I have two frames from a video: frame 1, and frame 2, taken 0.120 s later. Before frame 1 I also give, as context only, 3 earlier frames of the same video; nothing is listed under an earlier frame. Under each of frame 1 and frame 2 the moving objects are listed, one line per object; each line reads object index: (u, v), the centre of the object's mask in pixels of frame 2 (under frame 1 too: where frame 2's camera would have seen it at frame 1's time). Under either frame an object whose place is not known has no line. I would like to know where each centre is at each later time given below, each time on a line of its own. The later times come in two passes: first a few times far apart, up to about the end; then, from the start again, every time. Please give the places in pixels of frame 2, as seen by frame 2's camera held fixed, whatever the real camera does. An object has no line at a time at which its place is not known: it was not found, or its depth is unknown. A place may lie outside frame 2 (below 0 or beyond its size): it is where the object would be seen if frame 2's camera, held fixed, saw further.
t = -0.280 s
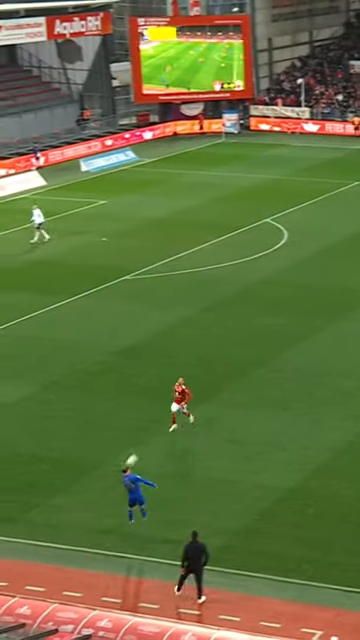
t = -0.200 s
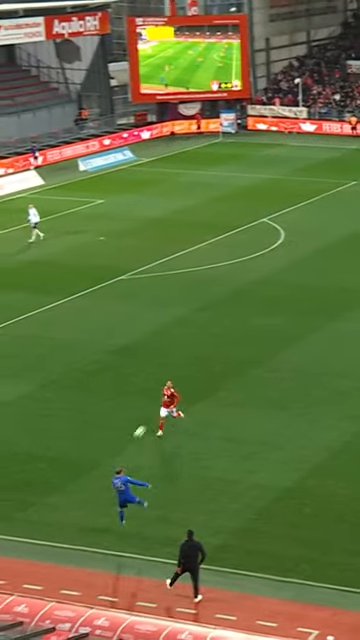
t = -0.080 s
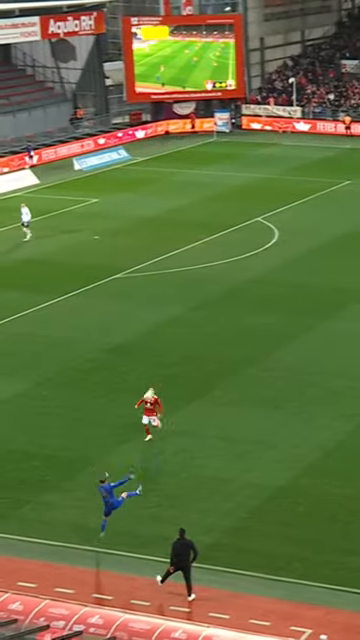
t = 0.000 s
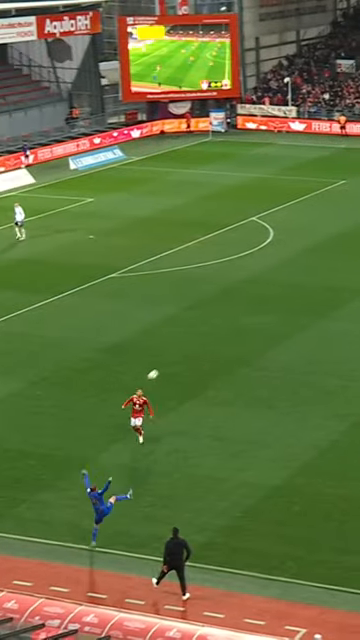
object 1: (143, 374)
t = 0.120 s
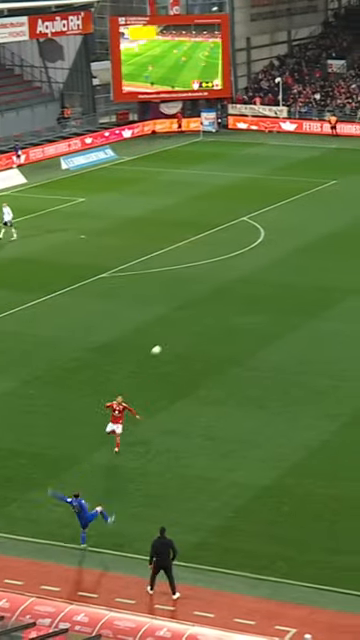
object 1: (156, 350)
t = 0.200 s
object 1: (164, 337)
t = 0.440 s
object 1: (183, 312)
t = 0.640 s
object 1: (197, 306)
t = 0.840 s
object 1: (208, 311)
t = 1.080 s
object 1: (219, 330)
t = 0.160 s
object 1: (160, 343)
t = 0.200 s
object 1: (164, 337)
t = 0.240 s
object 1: (167, 331)
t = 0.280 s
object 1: (170, 326)
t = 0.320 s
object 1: (174, 322)
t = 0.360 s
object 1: (177, 318)
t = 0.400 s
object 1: (181, 315)
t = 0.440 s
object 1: (183, 312)
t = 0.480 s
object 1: (186, 309)
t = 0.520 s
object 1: (189, 308)
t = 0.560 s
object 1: (192, 307)
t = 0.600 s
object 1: (195, 306)
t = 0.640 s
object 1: (197, 306)
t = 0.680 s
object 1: (200, 305)
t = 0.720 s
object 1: (202, 306)
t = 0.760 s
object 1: (204, 307)
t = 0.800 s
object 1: (206, 309)
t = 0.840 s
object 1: (208, 311)
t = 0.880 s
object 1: (211, 313)
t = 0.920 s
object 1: (212, 316)
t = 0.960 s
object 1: (214, 319)
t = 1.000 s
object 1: (216, 322)
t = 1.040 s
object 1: (218, 326)
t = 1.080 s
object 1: (219, 330)
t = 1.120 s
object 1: (221, 334)
